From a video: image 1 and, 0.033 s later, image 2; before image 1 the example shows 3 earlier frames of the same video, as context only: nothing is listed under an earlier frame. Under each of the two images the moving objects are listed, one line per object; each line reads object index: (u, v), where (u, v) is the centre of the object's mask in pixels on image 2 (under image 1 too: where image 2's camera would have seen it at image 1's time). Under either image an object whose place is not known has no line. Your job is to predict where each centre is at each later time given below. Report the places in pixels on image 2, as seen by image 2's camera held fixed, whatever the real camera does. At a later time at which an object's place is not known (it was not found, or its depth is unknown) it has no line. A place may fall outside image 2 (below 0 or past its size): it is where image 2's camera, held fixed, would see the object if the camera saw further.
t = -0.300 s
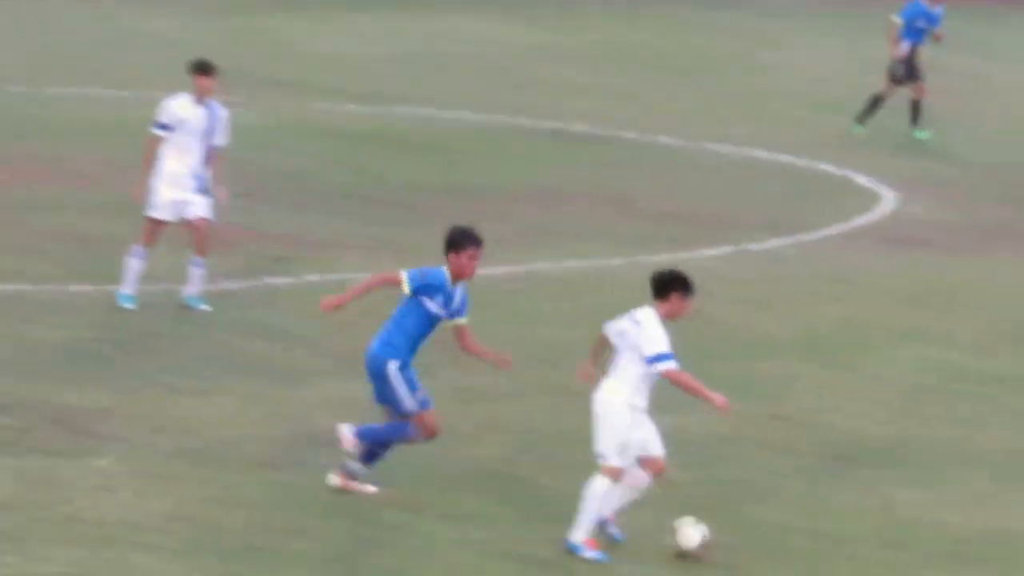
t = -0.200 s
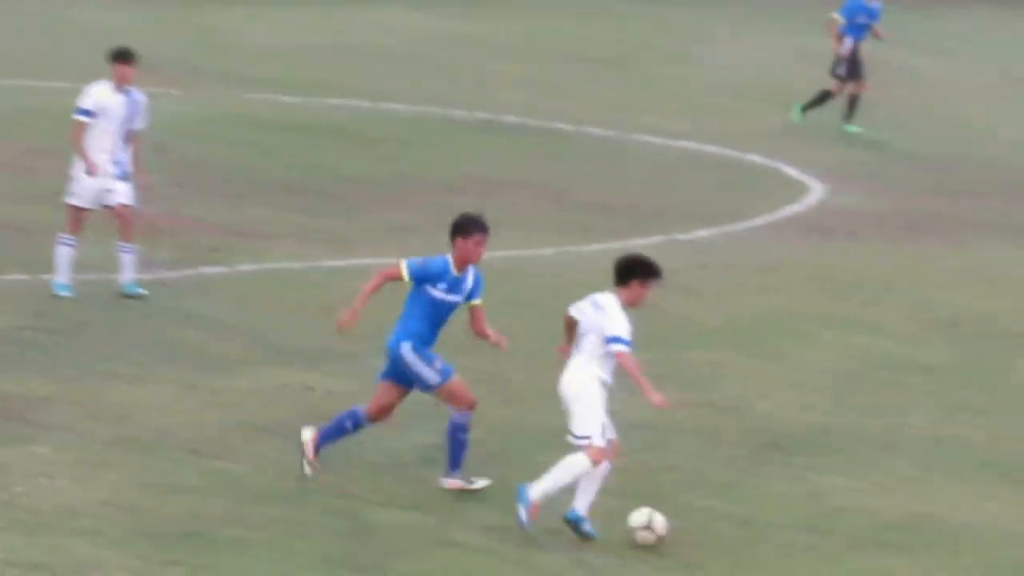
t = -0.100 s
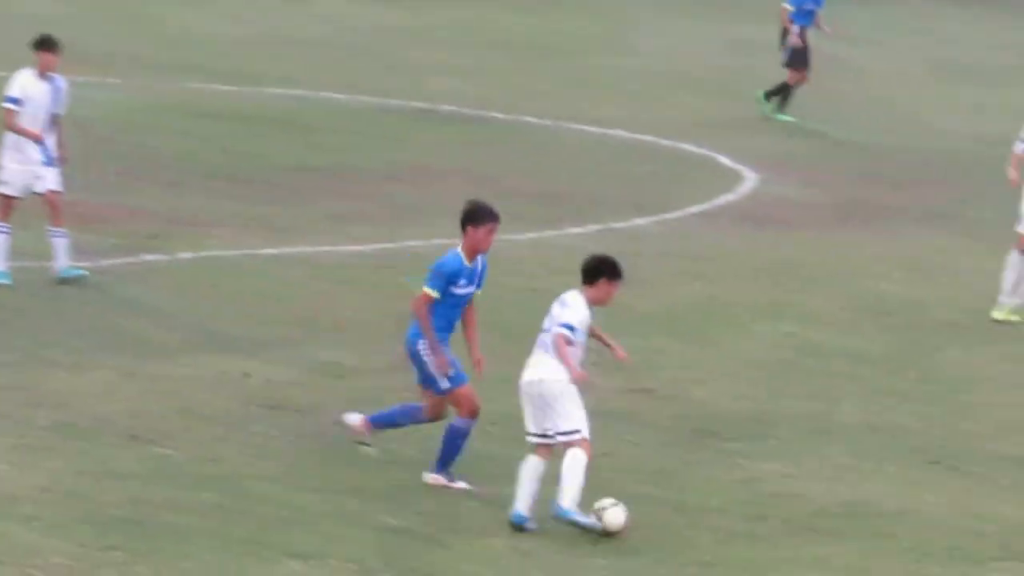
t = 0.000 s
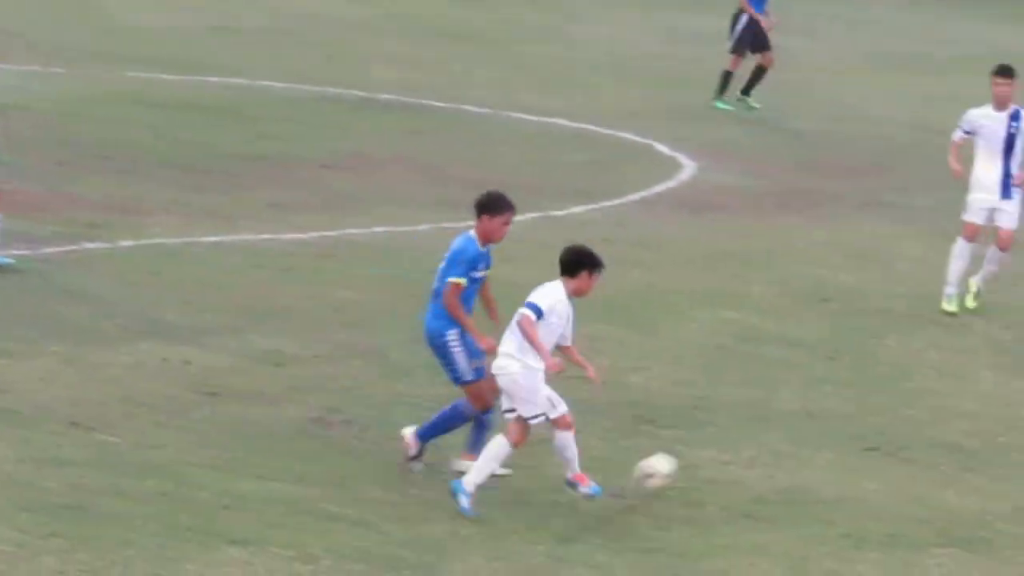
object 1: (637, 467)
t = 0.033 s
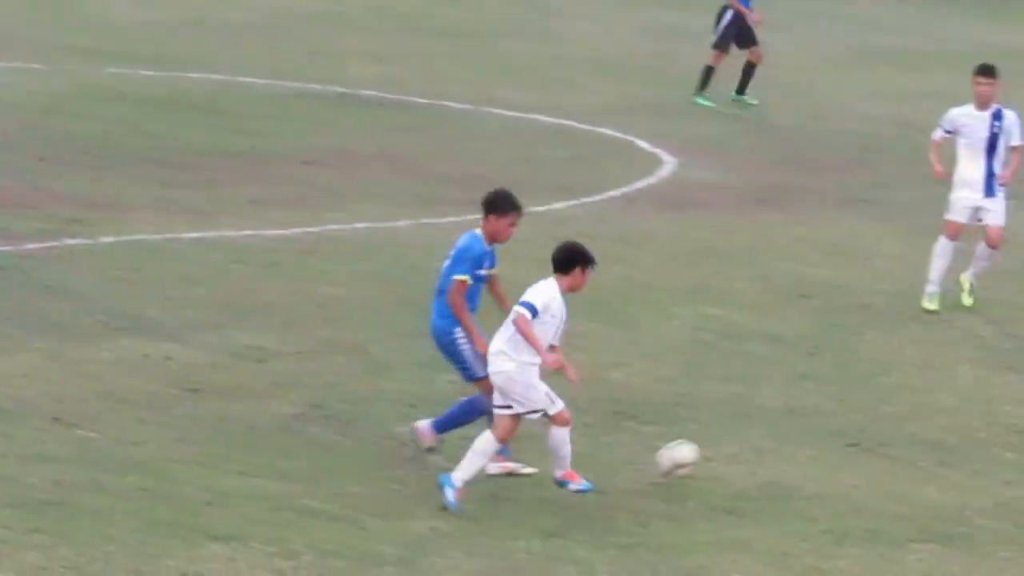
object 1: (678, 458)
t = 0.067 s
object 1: (719, 450)
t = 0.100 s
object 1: (757, 445)
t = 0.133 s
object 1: (795, 442)
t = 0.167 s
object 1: (833, 439)
